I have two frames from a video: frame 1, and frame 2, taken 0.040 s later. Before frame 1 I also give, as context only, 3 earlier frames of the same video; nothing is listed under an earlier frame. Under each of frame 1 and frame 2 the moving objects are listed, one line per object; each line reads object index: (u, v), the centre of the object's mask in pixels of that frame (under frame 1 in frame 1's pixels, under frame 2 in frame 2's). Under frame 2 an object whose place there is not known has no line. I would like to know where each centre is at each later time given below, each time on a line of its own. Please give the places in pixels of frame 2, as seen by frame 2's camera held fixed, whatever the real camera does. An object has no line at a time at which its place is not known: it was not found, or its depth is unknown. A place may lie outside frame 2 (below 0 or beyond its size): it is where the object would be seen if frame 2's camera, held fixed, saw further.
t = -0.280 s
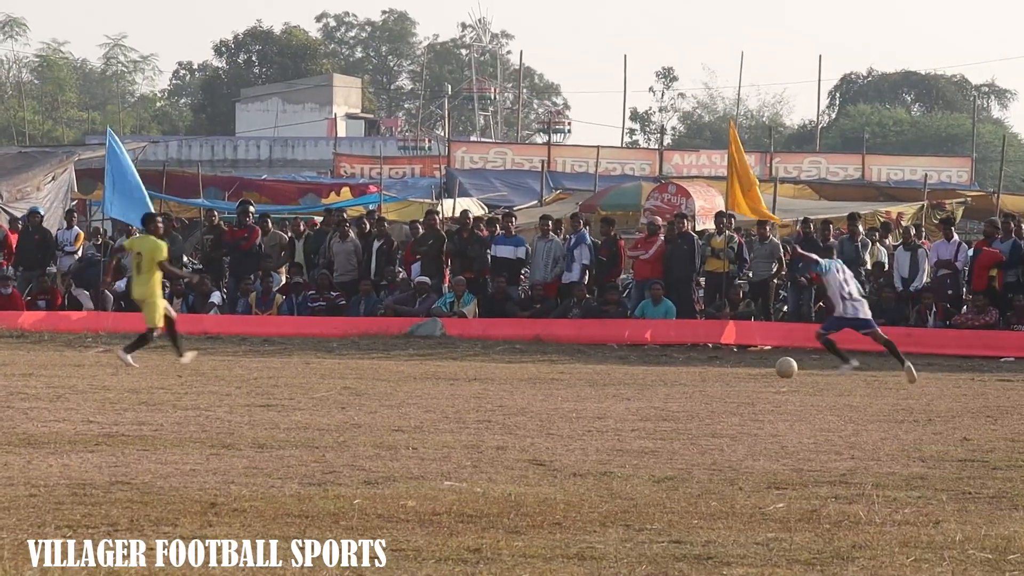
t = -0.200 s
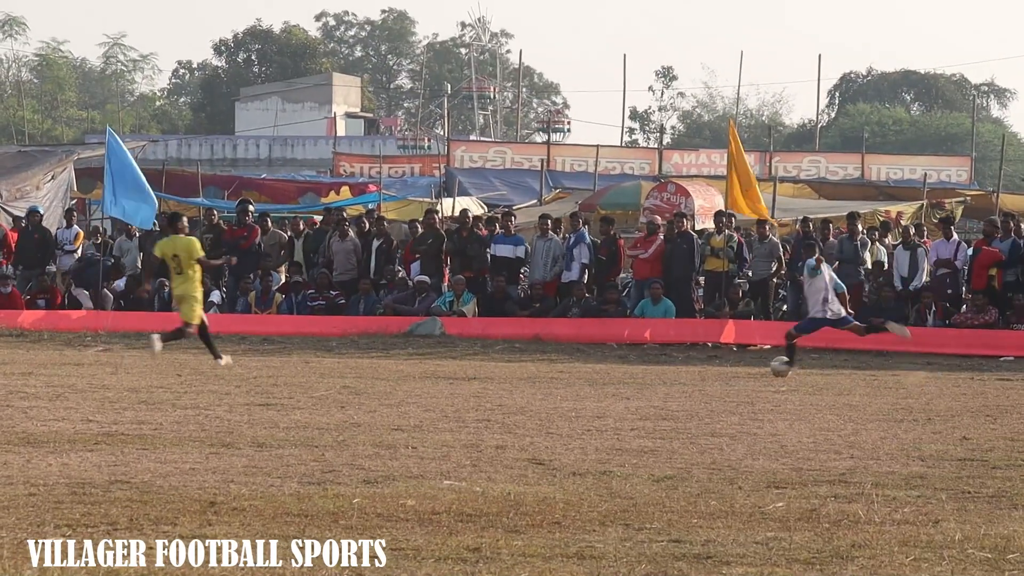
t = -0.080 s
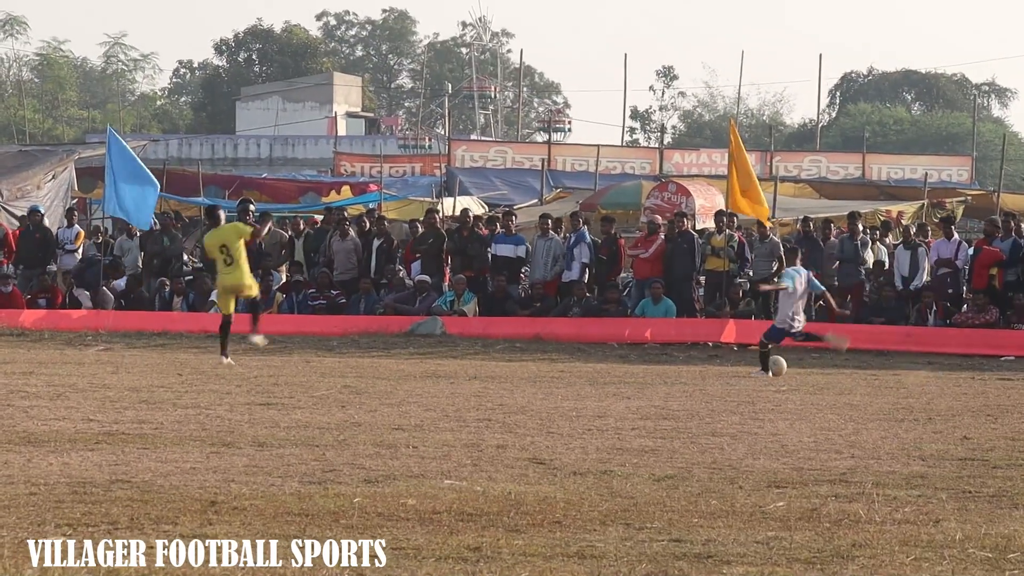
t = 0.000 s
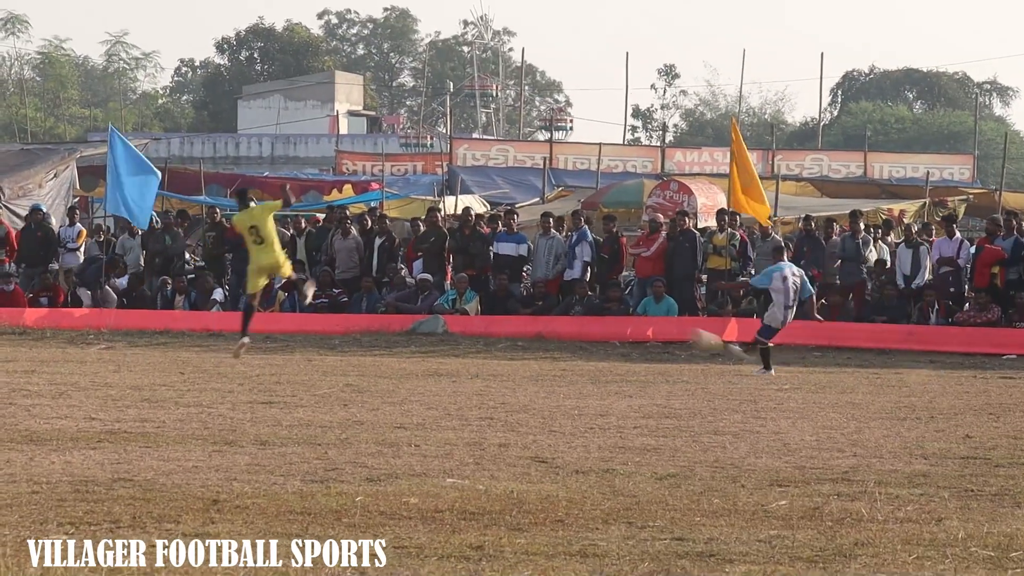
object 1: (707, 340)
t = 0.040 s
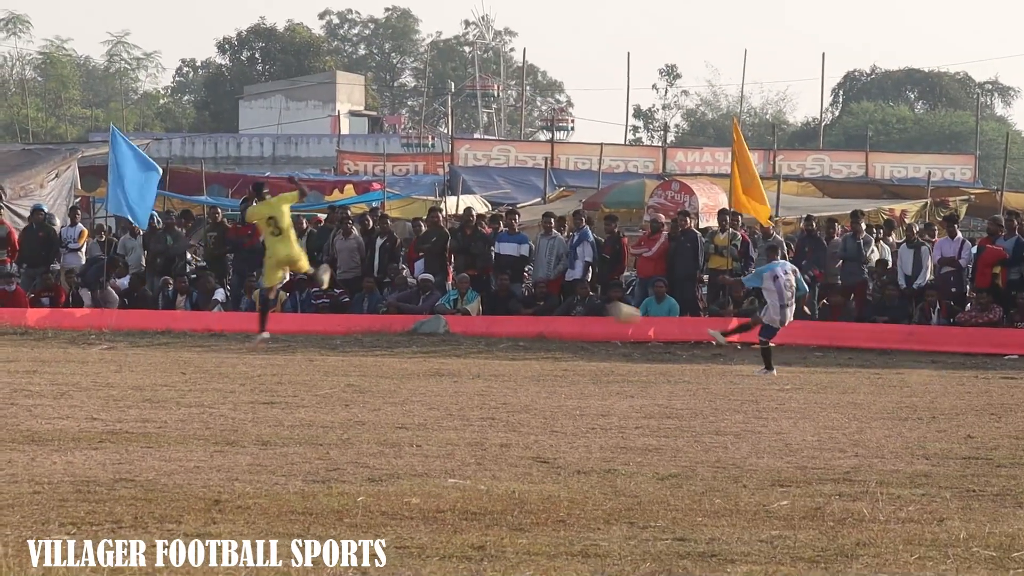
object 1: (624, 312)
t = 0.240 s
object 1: (252, 203)
